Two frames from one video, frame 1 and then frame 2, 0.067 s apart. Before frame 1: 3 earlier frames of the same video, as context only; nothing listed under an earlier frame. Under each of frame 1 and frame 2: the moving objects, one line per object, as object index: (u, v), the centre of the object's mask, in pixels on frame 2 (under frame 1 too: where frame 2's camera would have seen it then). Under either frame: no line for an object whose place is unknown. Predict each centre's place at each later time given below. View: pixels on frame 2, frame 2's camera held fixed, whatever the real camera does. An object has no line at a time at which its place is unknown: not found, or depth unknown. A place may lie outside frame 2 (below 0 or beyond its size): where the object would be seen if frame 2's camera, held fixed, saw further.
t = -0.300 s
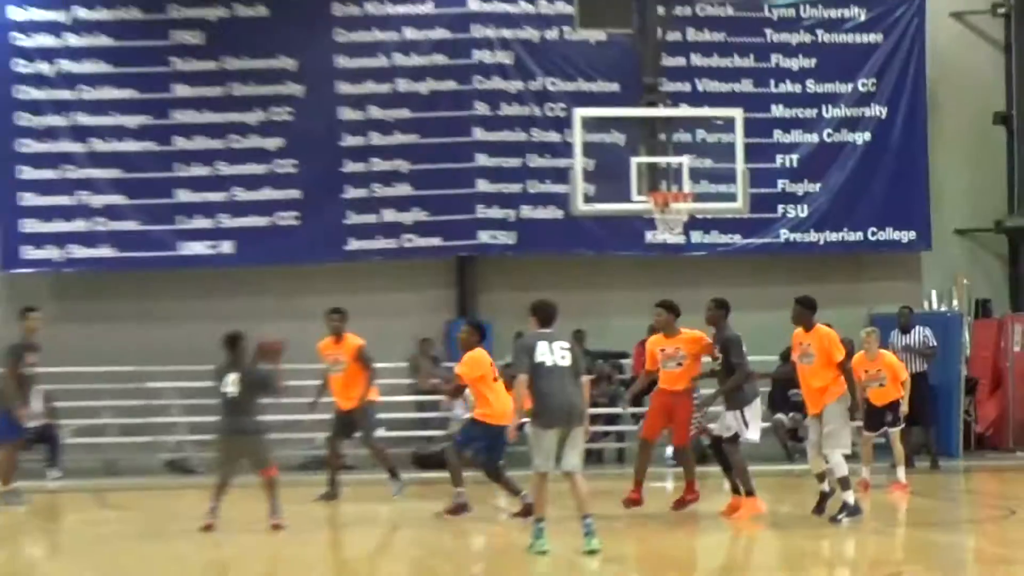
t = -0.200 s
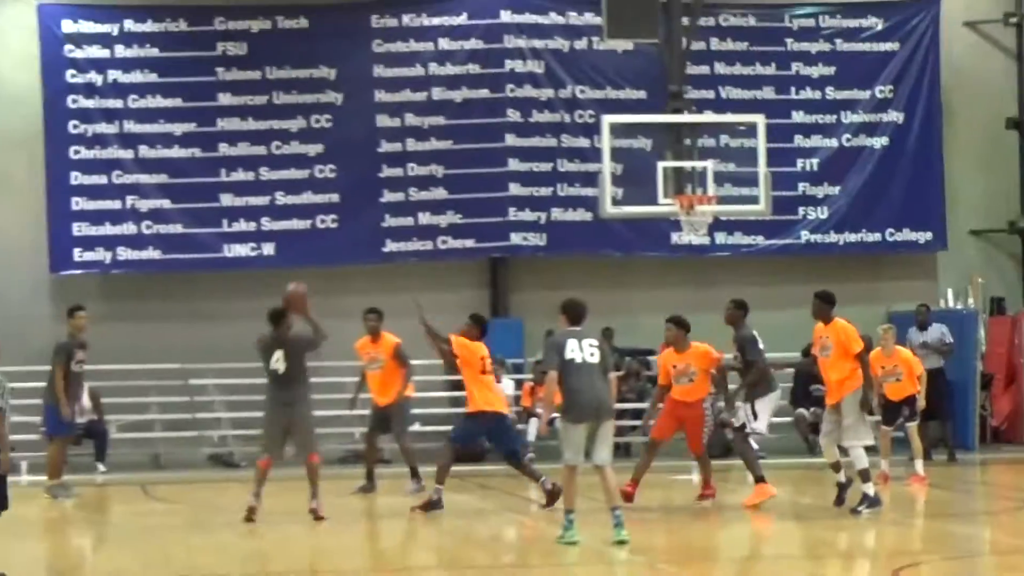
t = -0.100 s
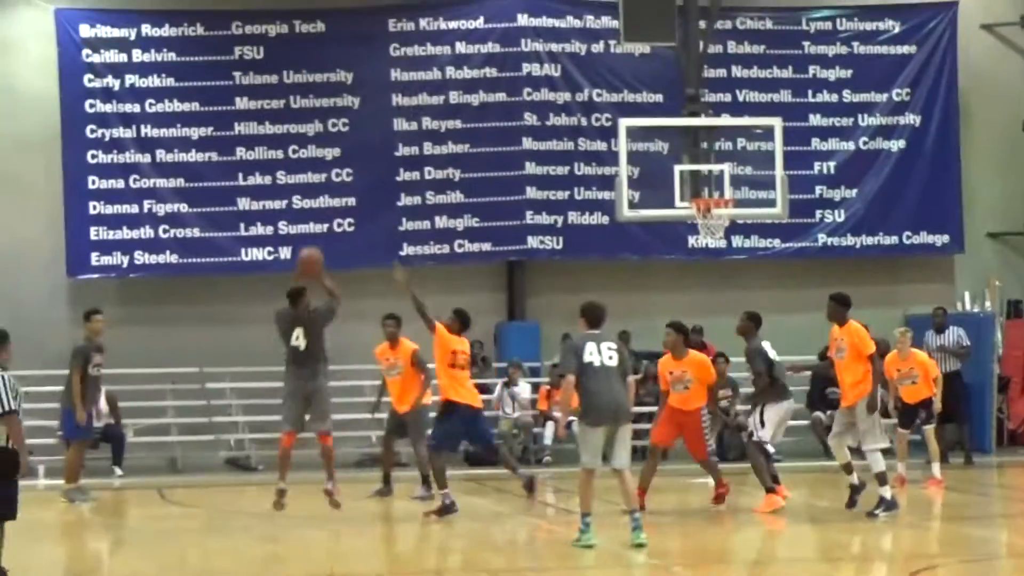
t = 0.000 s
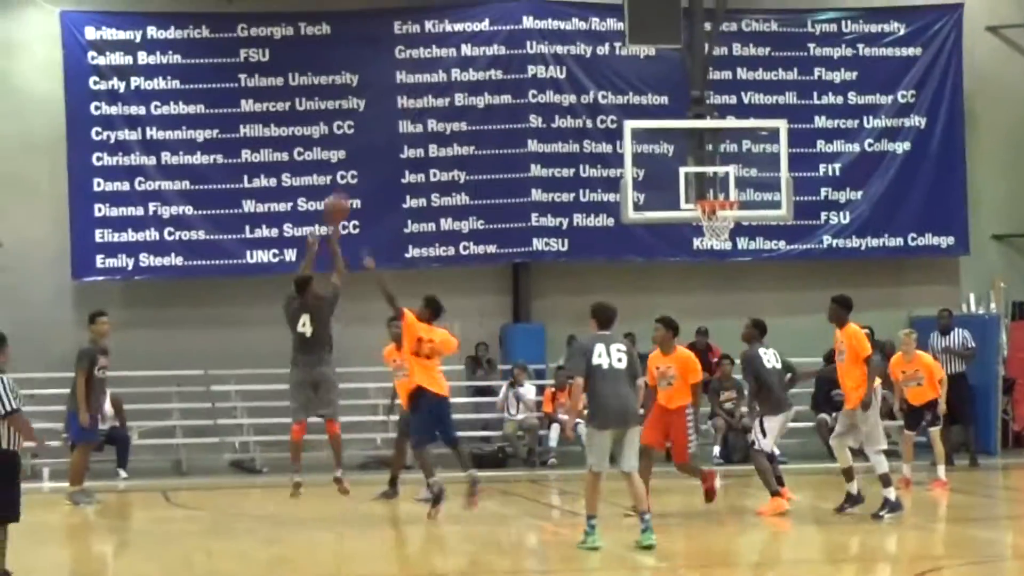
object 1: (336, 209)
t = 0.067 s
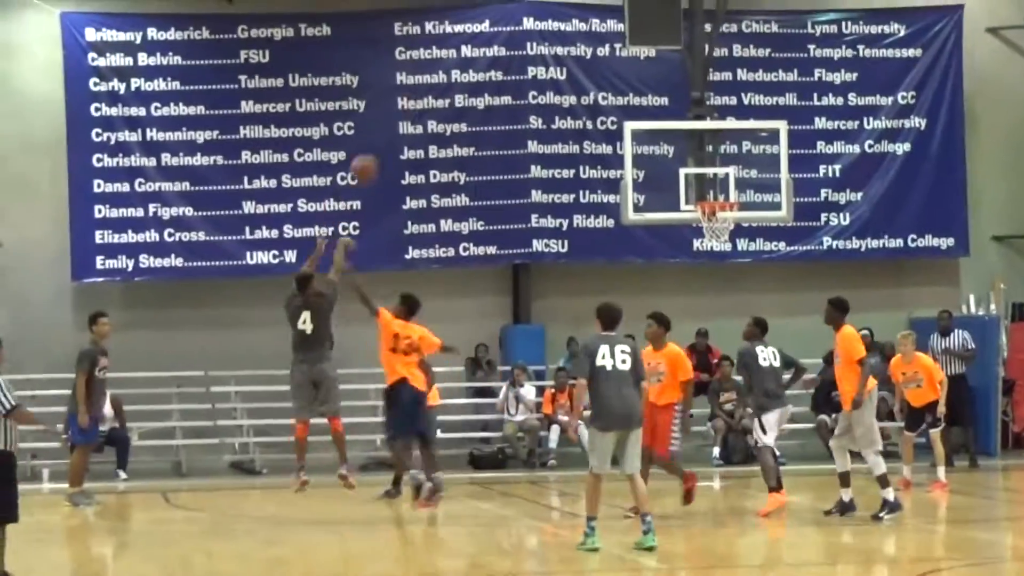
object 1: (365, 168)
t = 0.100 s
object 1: (377, 150)
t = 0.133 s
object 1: (389, 134)
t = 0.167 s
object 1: (402, 120)
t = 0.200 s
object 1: (414, 105)
